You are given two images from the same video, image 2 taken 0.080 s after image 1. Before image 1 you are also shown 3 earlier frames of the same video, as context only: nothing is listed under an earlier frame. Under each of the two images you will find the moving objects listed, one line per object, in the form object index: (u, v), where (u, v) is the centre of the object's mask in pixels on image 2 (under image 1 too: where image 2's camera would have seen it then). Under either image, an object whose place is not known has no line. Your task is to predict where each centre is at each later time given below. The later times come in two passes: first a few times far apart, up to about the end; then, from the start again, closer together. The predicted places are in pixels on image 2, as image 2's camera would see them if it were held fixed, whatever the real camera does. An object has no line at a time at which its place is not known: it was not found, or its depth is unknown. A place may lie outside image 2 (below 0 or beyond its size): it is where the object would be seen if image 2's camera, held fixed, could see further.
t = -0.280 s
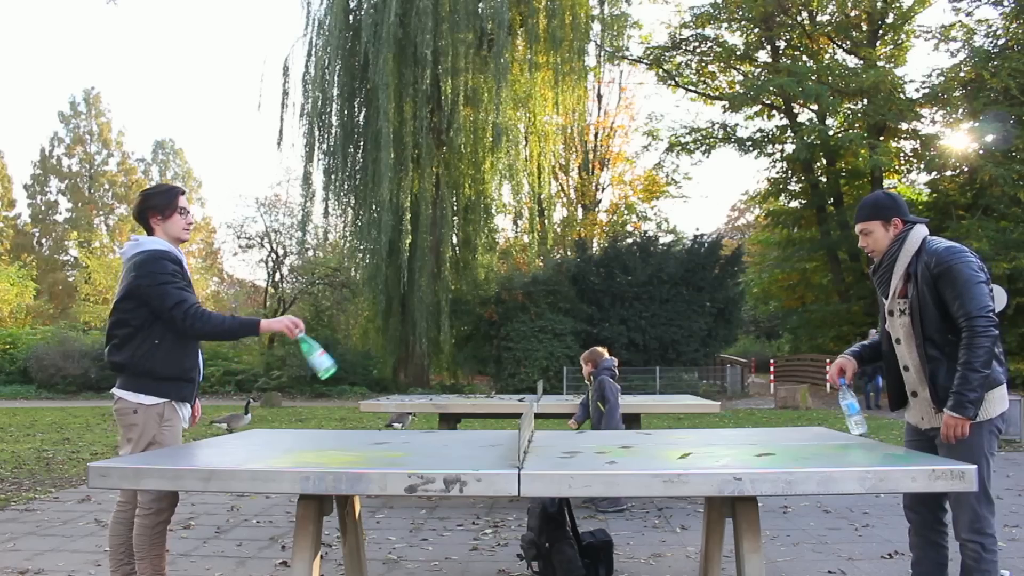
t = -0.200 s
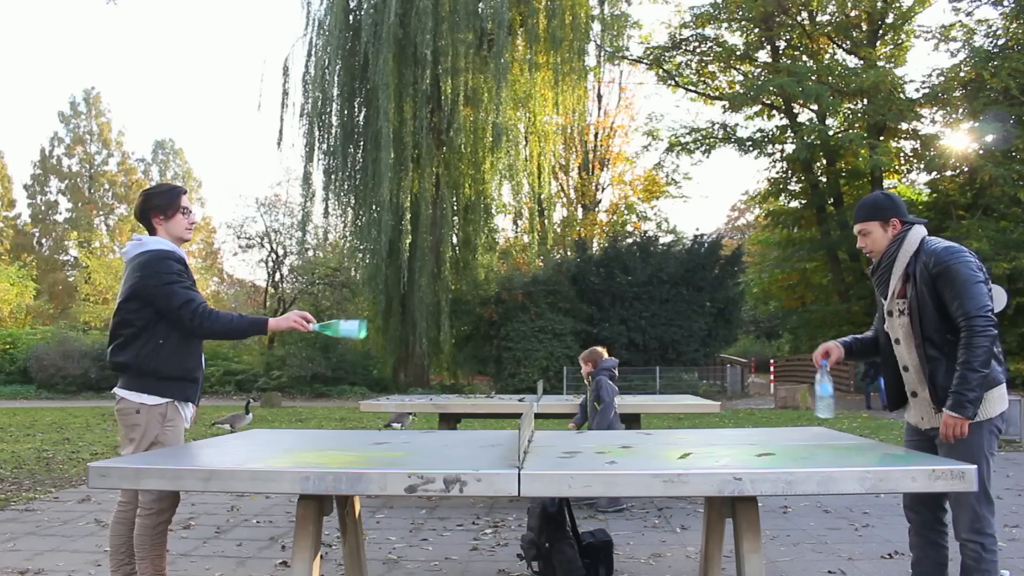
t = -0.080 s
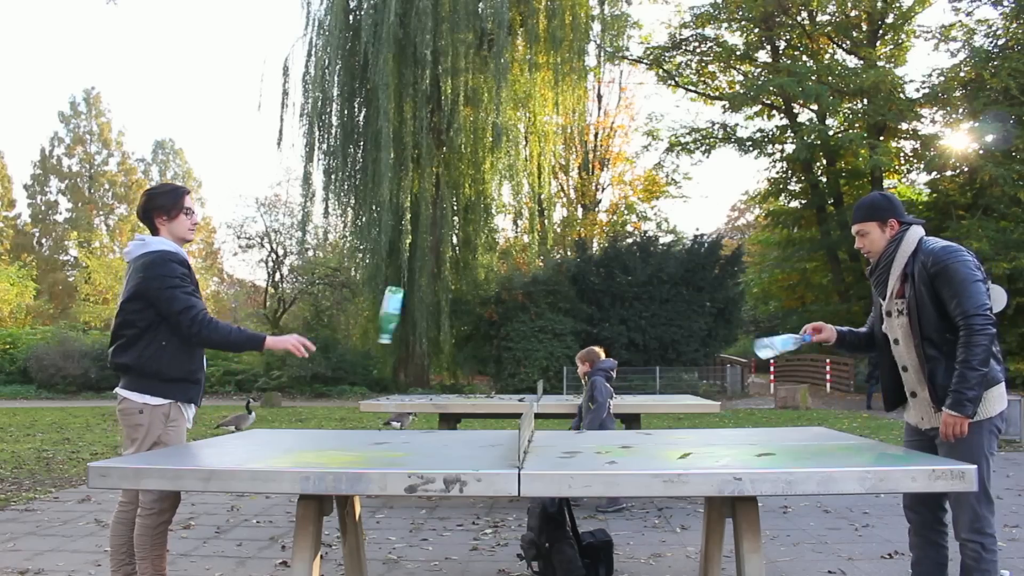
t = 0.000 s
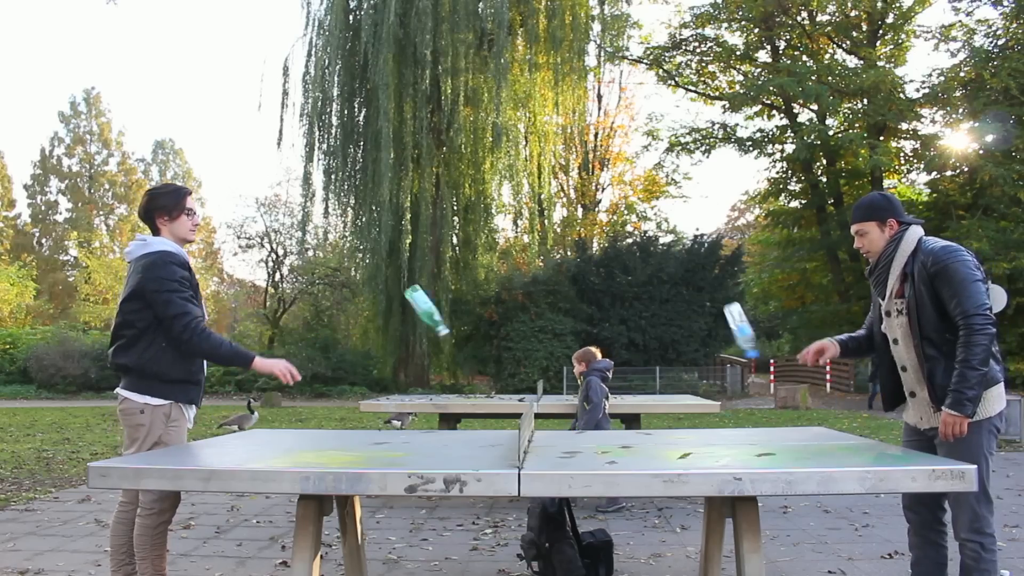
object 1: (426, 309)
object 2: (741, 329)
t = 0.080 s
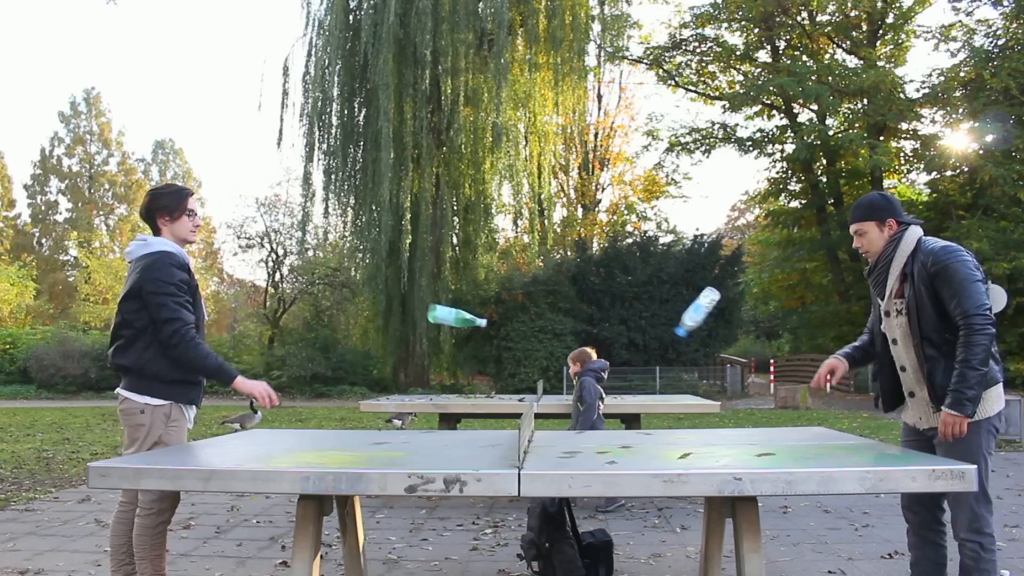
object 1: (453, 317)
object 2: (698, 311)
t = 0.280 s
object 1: (511, 418)
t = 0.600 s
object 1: (503, 420)
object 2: (546, 421)
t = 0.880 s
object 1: (512, 420)
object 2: (551, 420)
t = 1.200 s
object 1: (507, 420)
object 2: (548, 421)
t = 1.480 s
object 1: (508, 420)
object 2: (545, 421)
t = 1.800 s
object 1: (508, 420)
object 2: (546, 421)
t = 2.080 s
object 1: (508, 420)
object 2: (546, 421)
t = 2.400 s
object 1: (508, 420)
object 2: (545, 421)
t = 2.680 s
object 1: (508, 420)
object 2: (546, 421)
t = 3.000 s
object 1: (508, 420)
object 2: (546, 421)
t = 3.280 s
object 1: (508, 420)
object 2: (546, 421)
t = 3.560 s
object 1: (508, 420)
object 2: (545, 421)
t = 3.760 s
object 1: (508, 420)
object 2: (546, 421)
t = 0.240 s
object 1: (499, 389)
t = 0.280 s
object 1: (511, 418)
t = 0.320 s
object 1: (512, 419)
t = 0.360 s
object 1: (511, 420)
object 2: (582, 382)
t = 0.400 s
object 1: (508, 420)
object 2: (565, 410)
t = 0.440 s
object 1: (507, 420)
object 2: (551, 419)
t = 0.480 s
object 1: (505, 419)
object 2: (542, 421)
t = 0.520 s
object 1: (503, 419)
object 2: (543, 421)
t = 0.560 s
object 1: (503, 419)
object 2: (544, 421)
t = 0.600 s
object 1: (503, 420)
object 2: (546, 421)
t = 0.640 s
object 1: (504, 419)
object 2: (549, 421)
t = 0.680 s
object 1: (505, 420)
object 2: (551, 421)
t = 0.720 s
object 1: (508, 420)
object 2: (552, 421)
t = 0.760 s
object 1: (511, 420)
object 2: (553, 420)
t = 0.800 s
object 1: (513, 420)
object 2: (553, 421)
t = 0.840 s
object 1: (513, 419)
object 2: (552, 420)
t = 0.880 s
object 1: (512, 420)
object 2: (551, 420)
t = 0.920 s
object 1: (510, 419)
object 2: (548, 420)
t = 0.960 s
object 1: (509, 420)
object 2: (546, 420)
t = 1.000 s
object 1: (509, 420)
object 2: (544, 421)
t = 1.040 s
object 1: (509, 420)
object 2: (543, 421)
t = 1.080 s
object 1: (508, 420)
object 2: (543, 421)
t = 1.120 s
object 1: (508, 420)
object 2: (544, 421)
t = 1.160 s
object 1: (509, 420)
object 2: (546, 420)
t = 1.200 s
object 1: (507, 420)
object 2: (548, 421)
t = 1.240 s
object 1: (508, 420)
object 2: (548, 421)
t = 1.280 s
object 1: (509, 420)
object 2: (548, 420)
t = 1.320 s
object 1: (508, 420)
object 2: (546, 421)
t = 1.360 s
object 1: (508, 420)
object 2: (545, 420)
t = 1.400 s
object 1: (508, 420)
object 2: (544, 421)
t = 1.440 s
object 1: (508, 420)
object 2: (544, 421)
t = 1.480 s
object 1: (508, 420)
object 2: (545, 421)
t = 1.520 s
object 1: (508, 420)
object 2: (547, 421)
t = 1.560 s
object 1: (508, 420)
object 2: (548, 421)
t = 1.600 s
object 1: (508, 420)
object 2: (547, 421)
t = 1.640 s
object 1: (508, 420)
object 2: (546, 421)
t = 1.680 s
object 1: (508, 420)
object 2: (545, 421)
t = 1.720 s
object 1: (508, 420)
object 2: (545, 421)
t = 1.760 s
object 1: (508, 420)
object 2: (546, 421)
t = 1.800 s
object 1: (508, 420)
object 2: (546, 421)
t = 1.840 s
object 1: (508, 420)
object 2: (545, 421)
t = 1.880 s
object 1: (508, 420)
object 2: (546, 421)
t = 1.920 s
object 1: (508, 420)
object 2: (546, 421)
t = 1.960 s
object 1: (508, 420)
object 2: (546, 421)
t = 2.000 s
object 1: (508, 420)
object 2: (545, 421)
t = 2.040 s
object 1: (508, 420)
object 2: (545, 421)
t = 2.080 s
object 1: (508, 420)
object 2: (546, 421)
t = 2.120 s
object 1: (508, 420)
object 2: (546, 421)
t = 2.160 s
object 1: (508, 420)
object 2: (545, 421)
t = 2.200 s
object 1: (508, 420)
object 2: (545, 421)
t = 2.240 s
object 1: (508, 420)
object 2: (546, 421)
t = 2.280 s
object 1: (508, 420)
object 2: (545, 421)
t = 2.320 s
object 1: (508, 420)
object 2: (546, 421)
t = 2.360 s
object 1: (508, 420)
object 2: (546, 421)
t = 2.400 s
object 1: (508, 420)
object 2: (545, 421)
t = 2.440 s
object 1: (508, 420)
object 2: (545, 421)
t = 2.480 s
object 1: (508, 420)
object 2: (546, 421)
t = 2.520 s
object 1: (508, 420)
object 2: (546, 421)
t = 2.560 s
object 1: (508, 420)
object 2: (546, 421)
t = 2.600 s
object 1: (508, 420)
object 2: (545, 421)
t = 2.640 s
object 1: (508, 420)
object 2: (545, 421)
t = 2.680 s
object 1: (508, 420)
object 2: (546, 421)
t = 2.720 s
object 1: (508, 420)
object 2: (546, 421)
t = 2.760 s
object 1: (508, 420)
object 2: (545, 421)
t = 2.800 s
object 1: (508, 420)
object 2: (546, 421)
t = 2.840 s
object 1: (508, 420)
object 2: (545, 421)
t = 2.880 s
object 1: (508, 420)
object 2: (546, 421)
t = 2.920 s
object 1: (508, 420)
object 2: (545, 421)
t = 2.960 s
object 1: (508, 420)
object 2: (546, 421)
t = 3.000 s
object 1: (508, 420)
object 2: (546, 421)
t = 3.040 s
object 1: (508, 420)
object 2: (545, 421)
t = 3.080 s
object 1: (508, 420)
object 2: (546, 421)
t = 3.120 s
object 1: (508, 420)
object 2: (545, 421)
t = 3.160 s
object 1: (508, 420)
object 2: (546, 421)
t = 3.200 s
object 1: (508, 420)
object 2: (545, 421)
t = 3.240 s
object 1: (508, 420)
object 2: (546, 421)
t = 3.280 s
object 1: (508, 420)
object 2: (546, 421)
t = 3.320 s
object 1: (508, 420)
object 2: (546, 421)
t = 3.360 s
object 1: (508, 420)
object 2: (545, 421)
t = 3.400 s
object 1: (508, 420)
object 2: (545, 421)
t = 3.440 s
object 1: (508, 420)
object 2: (545, 421)
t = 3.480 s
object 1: (508, 420)
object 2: (545, 421)
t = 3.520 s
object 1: (508, 420)
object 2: (545, 421)
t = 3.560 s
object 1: (508, 420)
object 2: (545, 421)
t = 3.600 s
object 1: (508, 420)
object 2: (545, 421)
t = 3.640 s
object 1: (508, 420)
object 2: (545, 421)
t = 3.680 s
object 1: (508, 420)
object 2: (546, 421)
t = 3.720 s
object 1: (508, 420)
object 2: (545, 421)
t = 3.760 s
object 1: (508, 420)
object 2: (546, 421)
